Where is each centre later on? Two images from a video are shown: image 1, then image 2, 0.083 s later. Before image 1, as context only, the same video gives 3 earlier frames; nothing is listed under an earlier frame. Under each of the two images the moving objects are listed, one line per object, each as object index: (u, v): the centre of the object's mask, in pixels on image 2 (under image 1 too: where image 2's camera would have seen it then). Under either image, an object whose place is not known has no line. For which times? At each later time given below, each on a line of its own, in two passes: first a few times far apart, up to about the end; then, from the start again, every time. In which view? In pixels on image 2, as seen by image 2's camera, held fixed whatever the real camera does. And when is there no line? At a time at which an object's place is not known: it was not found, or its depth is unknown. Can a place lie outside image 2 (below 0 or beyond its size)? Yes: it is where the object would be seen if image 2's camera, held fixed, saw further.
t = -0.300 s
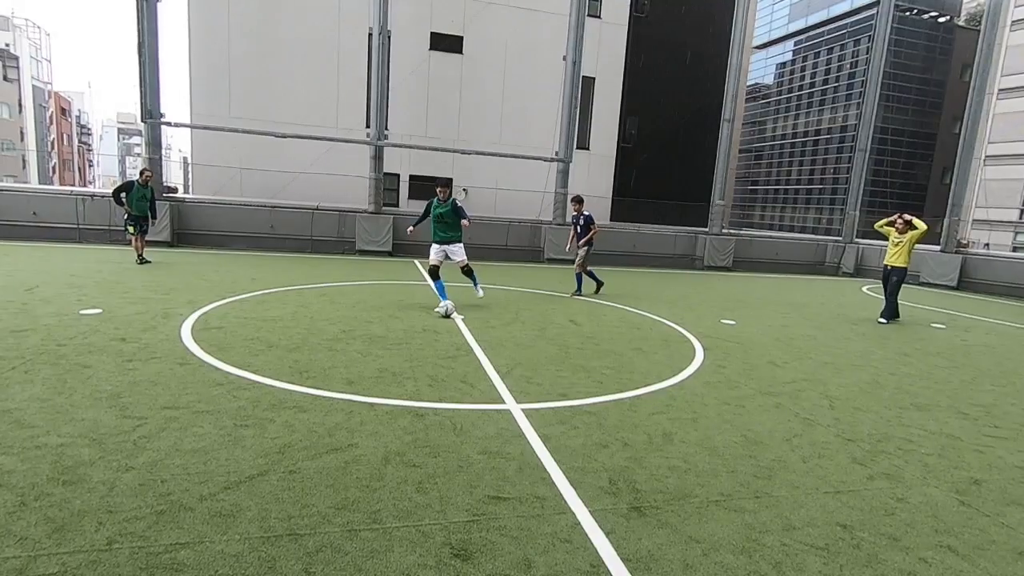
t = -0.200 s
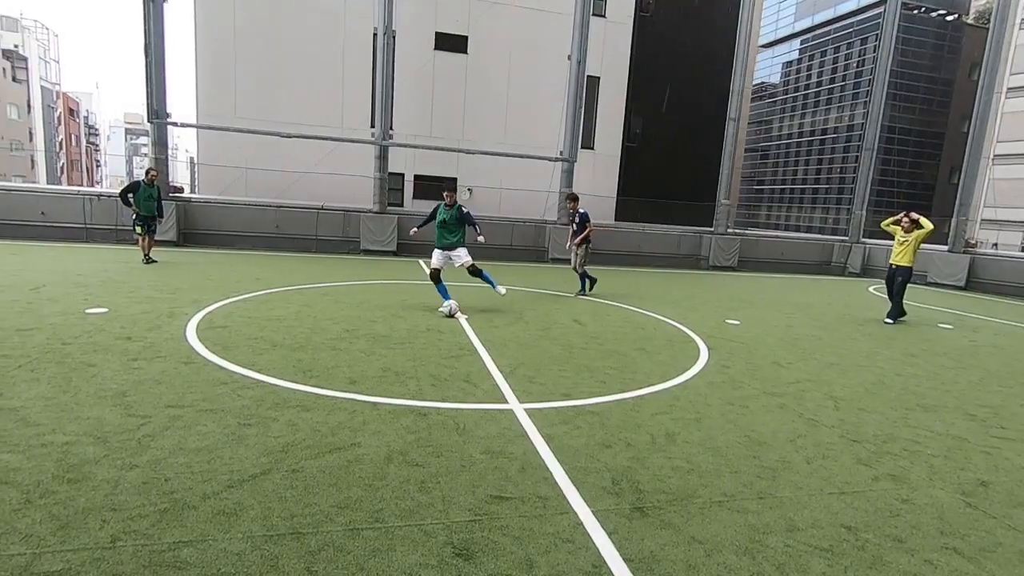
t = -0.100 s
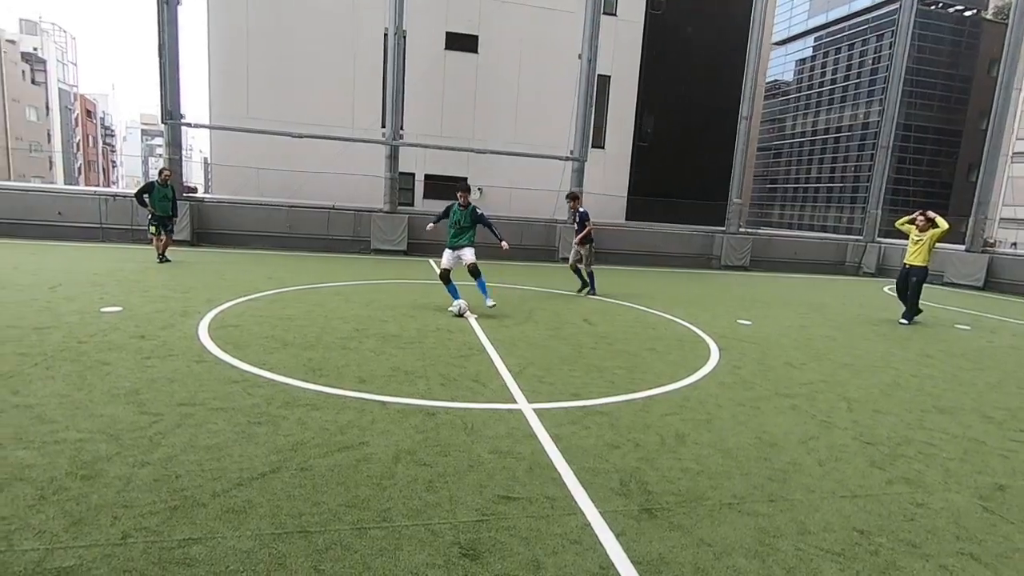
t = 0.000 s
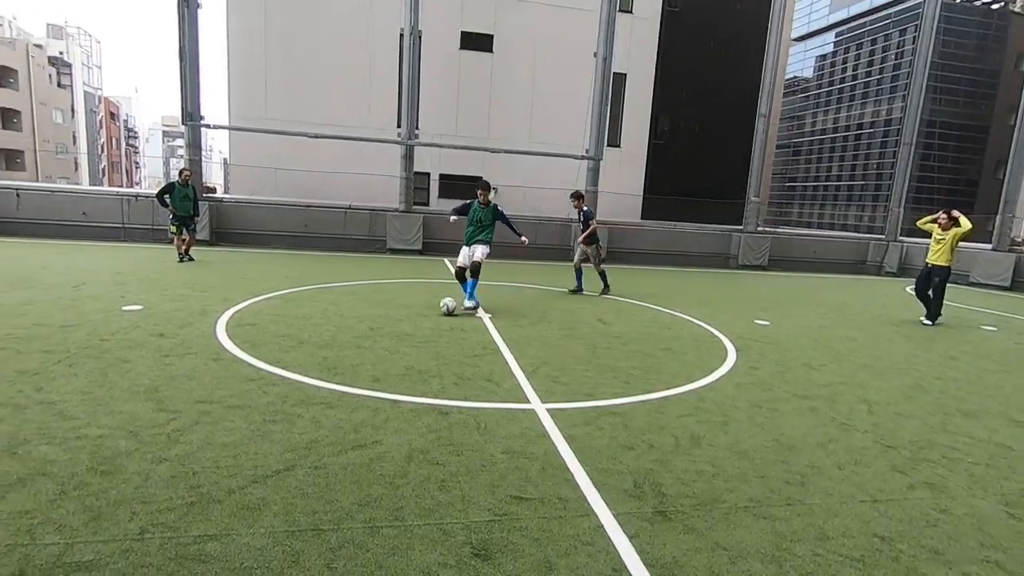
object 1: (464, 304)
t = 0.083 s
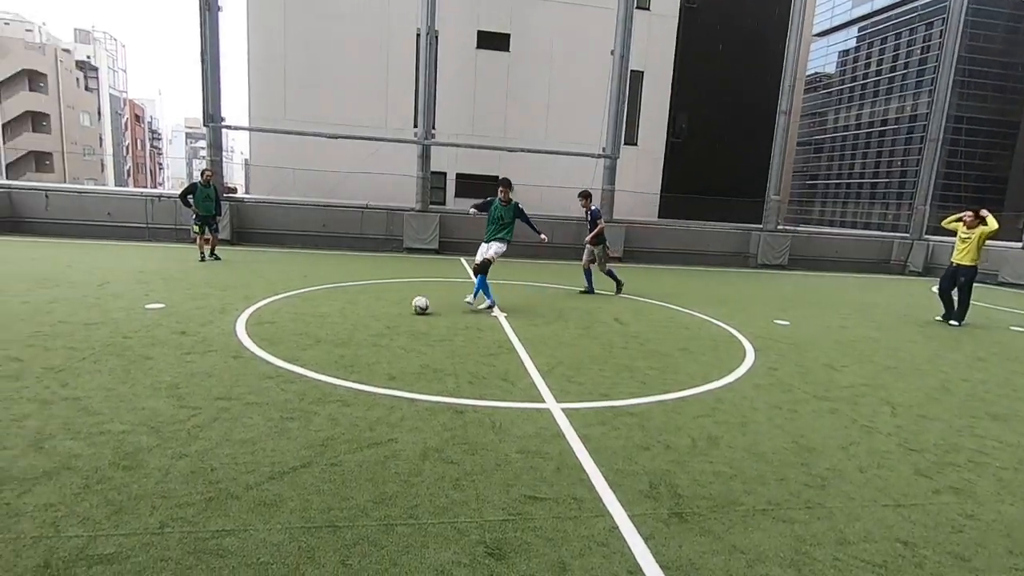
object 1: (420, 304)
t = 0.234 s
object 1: (344, 304)
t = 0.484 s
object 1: (222, 301)
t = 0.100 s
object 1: (412, 304)
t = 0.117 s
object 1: (403, 304)
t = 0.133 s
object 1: (394, 304)
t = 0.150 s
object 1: (386, 305)
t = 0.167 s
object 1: (377, 304)
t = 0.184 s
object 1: (369, 304)
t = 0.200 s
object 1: (360, 304)
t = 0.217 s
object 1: (352, 304)
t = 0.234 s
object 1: (344, 304)
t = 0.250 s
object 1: (335, 304)
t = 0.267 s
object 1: (327, 304)
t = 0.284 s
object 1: (319, 304)
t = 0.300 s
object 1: (310, 304)
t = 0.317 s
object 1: (302, 303)
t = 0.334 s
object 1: (294, 303)
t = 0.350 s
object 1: (286, 304)
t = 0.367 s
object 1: (278, 303)
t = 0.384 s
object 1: (269, 302)
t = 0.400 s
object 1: (261, 302)
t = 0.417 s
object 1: (254, 302)
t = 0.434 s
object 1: (245, 302)
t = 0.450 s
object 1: (237, 302)
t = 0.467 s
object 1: (230, 302)
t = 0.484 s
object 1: (222, 301)
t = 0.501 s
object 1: (214, 301)
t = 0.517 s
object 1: (207, 300)
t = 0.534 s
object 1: (199, 301)
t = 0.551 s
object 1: (191, 301)
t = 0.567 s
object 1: (183, 300)
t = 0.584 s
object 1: (176, 300)
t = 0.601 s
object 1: (168, 300)
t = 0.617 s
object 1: (161, 300)
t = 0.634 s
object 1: (154, 300)
